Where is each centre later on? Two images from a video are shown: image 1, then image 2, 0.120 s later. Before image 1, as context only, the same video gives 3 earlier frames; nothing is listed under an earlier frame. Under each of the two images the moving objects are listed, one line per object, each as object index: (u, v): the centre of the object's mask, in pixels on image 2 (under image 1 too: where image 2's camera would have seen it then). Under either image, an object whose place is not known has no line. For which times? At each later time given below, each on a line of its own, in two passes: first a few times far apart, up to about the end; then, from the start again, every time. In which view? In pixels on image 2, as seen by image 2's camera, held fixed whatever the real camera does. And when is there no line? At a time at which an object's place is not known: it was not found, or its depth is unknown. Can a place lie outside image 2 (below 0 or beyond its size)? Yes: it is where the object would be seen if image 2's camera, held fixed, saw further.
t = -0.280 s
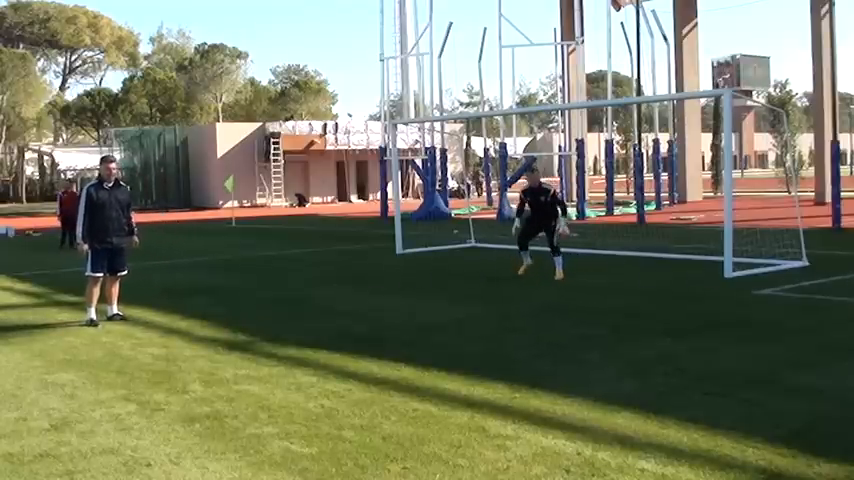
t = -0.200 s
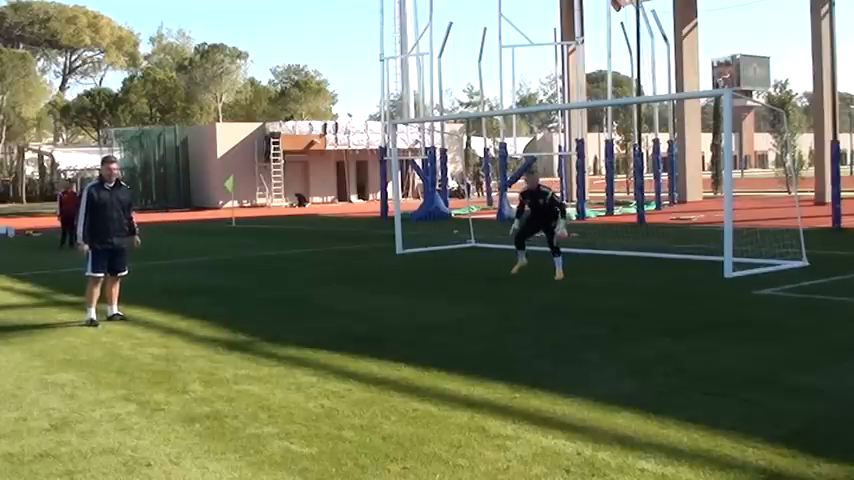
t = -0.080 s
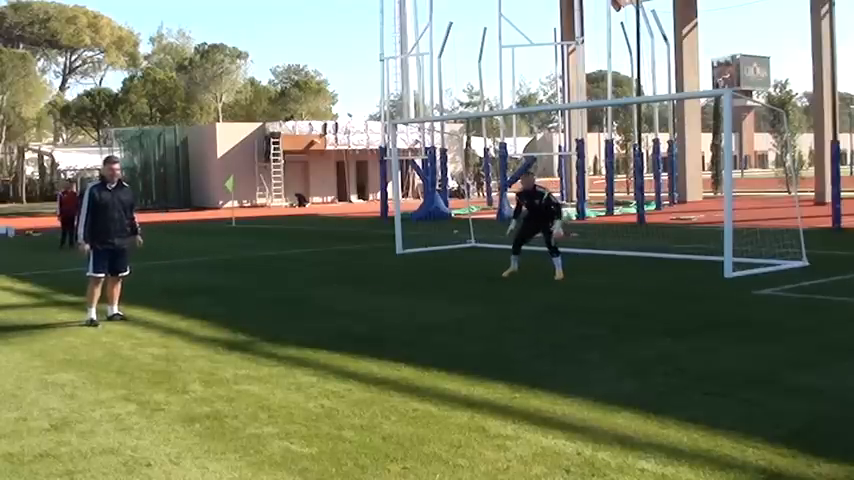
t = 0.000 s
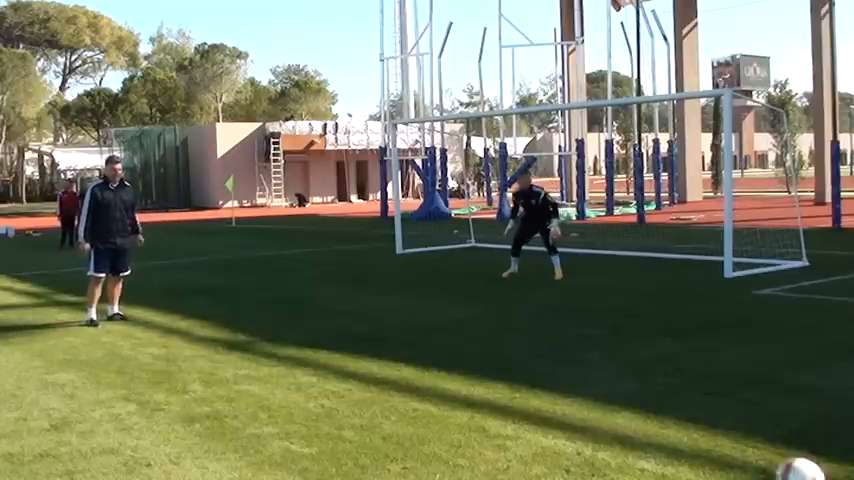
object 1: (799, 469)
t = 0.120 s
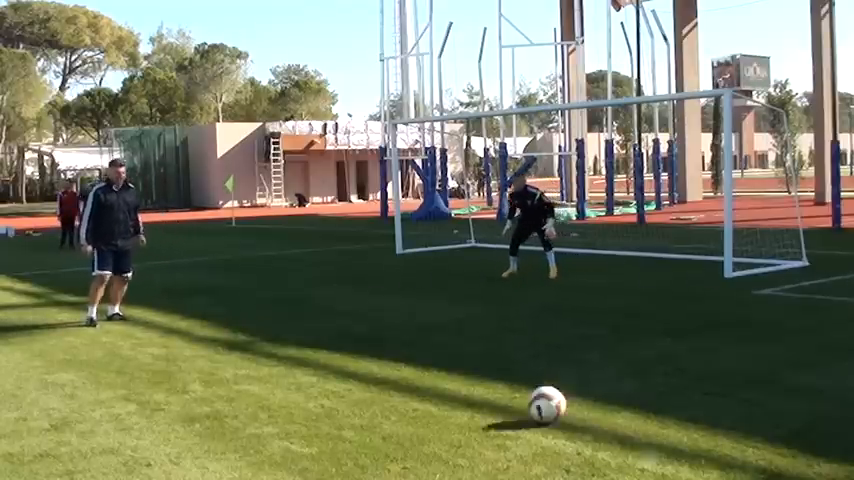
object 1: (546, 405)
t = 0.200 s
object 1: (440, 375)
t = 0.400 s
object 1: (283, 329)
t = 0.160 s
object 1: (488, 388)
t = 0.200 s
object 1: (440, 375)
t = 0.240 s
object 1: (400, 362)
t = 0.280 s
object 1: (366, 352)
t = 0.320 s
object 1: (334, 344)
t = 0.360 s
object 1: (308, 336)
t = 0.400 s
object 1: (283, 329)
